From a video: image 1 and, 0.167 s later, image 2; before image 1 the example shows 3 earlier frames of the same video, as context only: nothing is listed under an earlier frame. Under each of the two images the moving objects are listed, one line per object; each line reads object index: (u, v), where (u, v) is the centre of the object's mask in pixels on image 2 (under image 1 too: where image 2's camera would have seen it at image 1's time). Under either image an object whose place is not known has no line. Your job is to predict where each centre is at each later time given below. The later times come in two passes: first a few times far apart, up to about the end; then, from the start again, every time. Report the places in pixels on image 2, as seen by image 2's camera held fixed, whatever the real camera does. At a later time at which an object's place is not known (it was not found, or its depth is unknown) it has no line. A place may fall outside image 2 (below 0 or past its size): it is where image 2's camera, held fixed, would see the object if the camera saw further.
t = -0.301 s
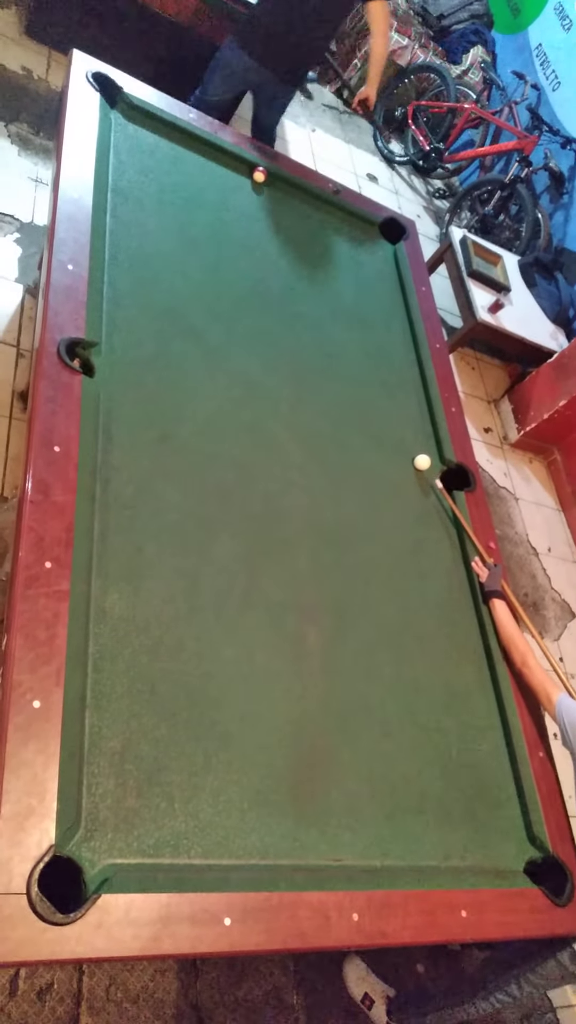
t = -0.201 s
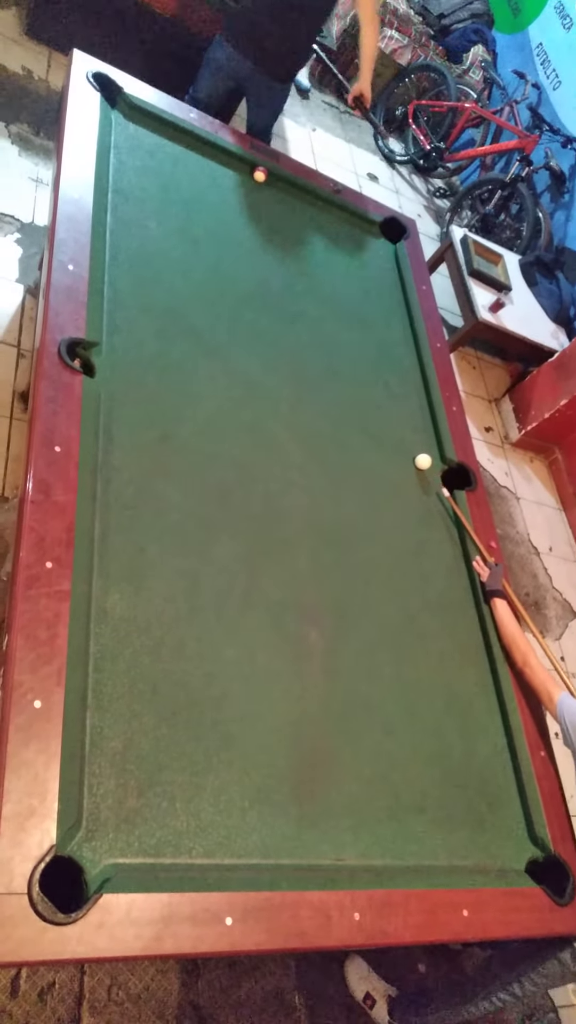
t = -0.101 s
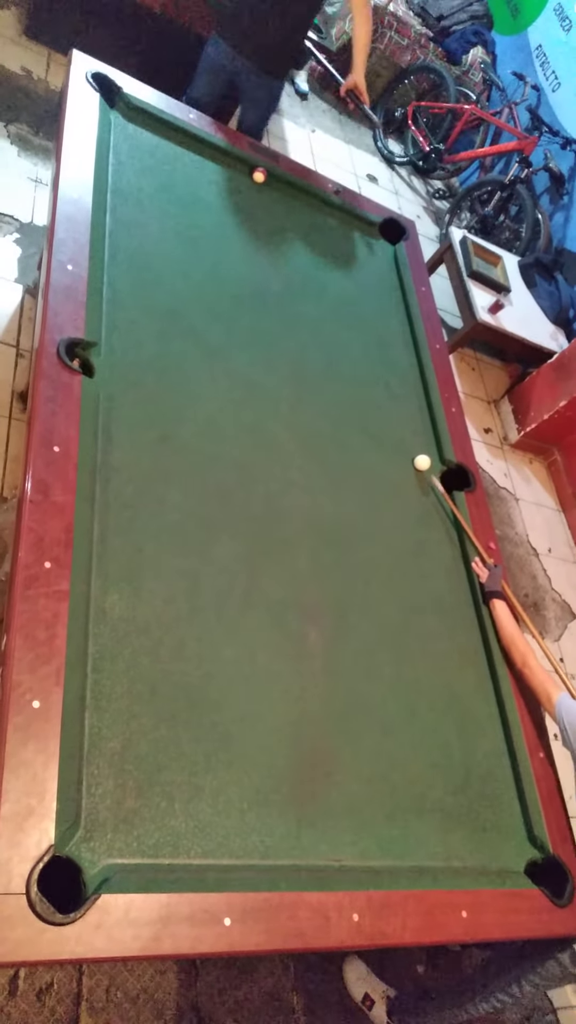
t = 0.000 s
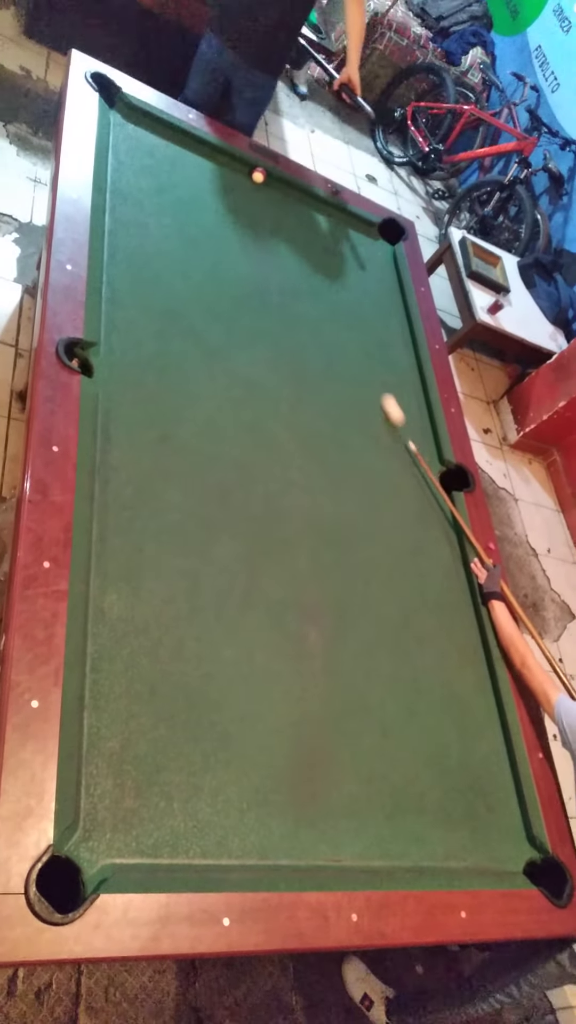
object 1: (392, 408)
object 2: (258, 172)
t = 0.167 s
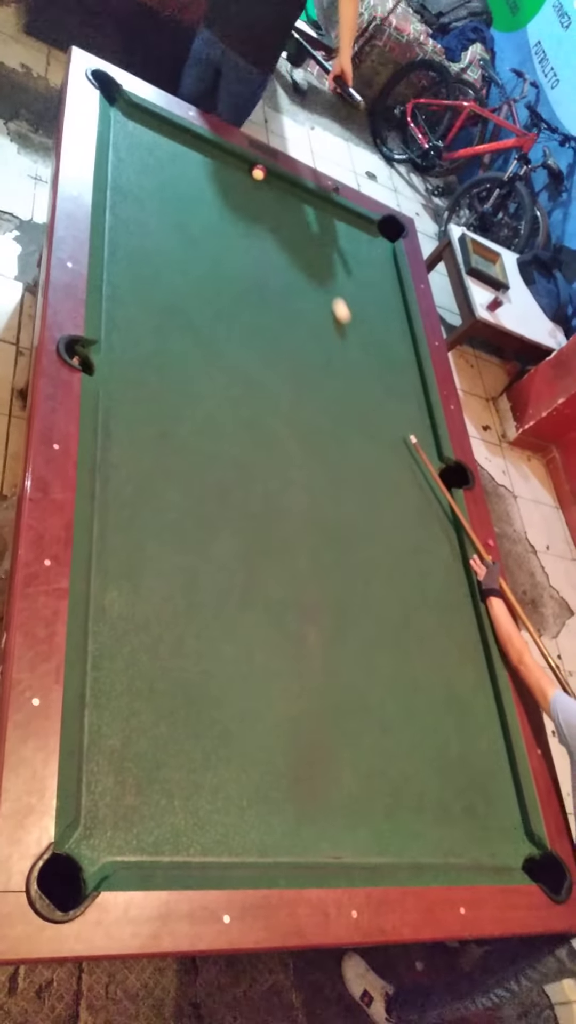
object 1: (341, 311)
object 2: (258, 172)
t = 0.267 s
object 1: (314, 262)
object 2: (258, 172)
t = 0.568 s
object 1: (282, 197)
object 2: (238, 161)
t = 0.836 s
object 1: (299, 243)
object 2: (205, 150)
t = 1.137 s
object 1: (319, 296)
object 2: (170, 138)
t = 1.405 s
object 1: (336, 345)
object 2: (139, 128)
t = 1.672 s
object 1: (354, 394)
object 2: (118, 123)
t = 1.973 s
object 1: (373, 450)
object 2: (129, 133)
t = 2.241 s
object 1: (391, 500)
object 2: (139, 144)
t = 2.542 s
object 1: (412, 558)
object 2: (147, 152)
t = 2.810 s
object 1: (431, 609)
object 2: (154, 158)
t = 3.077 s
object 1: (451, 662)
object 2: (159, 162)
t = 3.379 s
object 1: (472, 723)
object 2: (163, 165)
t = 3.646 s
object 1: (492, 776)
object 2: (166, 166)
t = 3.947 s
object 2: (166, 167)
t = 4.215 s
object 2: (166, 167)
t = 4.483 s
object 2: (166, 167)
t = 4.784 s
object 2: (166, 167)
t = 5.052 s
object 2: (166, 167)
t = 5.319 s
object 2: (166, 167)
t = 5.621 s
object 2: (166, 167)
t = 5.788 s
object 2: (166, 167)
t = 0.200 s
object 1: (332, 295)
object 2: (258, 172)
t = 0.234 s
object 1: (323, 278)
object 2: (258, 172)
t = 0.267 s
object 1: (314, 262)
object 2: (258, 172)
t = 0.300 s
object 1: (306, 246)
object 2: (258, 172)
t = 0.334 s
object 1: (297, 230)
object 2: (258, 172)
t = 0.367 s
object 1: (289, 215)
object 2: (258, 172)
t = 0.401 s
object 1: (281, 200)
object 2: (258, 172)
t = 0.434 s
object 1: (274, 185)
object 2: (258, 172)
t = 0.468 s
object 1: (273, 178)
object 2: (252, 168)
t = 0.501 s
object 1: (276, 184)
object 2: (245, 164)
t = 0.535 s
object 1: (280, 191)
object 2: (241, 162)
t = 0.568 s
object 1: (282, 197)
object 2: (238, 161)
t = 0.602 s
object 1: (284, 203)
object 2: (233, 159)
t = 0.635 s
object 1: (286, 209)
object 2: (229, 158)
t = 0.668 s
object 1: (288, 215)
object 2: (225, 157)
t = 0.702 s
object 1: (290, 220)
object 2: (222, 156)
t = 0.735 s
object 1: (292, 226)
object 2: (217, 155)
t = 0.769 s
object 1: (295, 232)
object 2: (213, 153)
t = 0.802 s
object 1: (297, 237)
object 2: (210, 152)
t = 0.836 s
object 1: (299, 243)
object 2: (205, 150)
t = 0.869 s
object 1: (301, 249)
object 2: (201, 148)
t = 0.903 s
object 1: (304, 255)
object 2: (197, 148)
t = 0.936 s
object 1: (305, 261)
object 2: (194, 146)
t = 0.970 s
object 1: (308, 267)
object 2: (190, 145)
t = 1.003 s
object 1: (310, 273)
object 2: (185, 144)
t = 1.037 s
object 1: (312, 279)
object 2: (182, 142)
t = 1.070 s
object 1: (314, 285)
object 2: (179, 141)
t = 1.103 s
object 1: (317, 290)
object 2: (174, 139)
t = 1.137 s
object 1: (319, 296)
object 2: (170, 138)
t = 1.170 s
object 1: (321, 303)
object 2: (166, 137)
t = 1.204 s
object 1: (323, 309)
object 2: (163, 136)
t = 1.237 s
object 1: (325, 315)
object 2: (158, 135)
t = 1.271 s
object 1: (328, 321)
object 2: (153, 133)
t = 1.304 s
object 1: (330, 327)
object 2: (150, 132)
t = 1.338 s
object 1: (332, 333)
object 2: (146, 131)
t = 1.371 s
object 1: (334, 339)
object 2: (143, 129)
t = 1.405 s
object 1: (336, 345)
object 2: (139, 128)
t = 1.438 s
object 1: (339, 351)
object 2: (134, 126)
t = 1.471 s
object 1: (341, 357)
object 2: (131, 126)
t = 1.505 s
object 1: (343, 364)
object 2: (128, 125)
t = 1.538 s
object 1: (345, 369)
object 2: (124, 124)
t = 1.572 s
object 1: (347, 376)
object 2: (119, 122)
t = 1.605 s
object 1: (349, 382)
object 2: (116, 121)
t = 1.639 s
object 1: (351, 388)
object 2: (117, 122)
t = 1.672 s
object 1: (354, 394)
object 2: (118, 123)
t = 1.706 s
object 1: (356, 400)
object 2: (118, 124)
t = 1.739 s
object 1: (358, 407)
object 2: (119, 125)
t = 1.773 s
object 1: (360, 412)
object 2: (121, 126)
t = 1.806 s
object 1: (362, 419)
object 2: (123, 128)
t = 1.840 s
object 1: (364, 425)
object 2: (124, 129)
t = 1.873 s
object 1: (367, 431)
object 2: (125, 130)
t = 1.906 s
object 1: (369, 437)
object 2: (127, 132)
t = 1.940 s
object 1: (371, 444)
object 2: (128, 132)
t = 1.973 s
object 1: (373, 450)
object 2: (129, 133)
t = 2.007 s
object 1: (375, 456)
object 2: (131, 135)
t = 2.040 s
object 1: (378, 462)
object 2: (132, 136)
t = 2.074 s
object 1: (380, 468)
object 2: (133, 137)
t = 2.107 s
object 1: (382, 475)
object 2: (135, 139)
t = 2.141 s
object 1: (384, 481)
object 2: (136, 140)
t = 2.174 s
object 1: (387, 488)
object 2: (137, 142)
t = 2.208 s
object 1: (389, 494)
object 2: (138, 143)
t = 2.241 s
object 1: (391, 500)
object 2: (139, 144)
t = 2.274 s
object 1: (394, 506)
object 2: (140, 145)
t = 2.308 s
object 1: (396, 513)
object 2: (141, 146)
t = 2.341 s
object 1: (398, 519)
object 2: (142, 147)
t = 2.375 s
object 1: (400, 526)
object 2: (143, 148)
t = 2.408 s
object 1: (403, 532)
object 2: (144, 149)
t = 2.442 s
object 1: (405, 538)
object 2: (145, 150)
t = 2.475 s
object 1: (407, 544)
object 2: (146, 151)
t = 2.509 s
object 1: (409, 551)
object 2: (146, 151)
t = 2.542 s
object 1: (412, 558)
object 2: (147, 152)
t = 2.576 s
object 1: (414, 564)
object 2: (148, 153)
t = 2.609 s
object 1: (417, 571)
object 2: (149, 154)
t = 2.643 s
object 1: (419, 577)
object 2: (150, 154)
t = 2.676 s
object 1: (421, 583)
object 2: (151, 155)
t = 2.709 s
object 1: (424, 590)
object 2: (152, 156)
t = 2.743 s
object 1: (426, 596)
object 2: (153, 157)
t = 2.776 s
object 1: (429, 603)
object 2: (154, 158)
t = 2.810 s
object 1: (431, 609)
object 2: (154, 158)
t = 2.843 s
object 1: (433, 616)
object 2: (155, 158)
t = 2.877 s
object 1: (436, 622)
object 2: (156, 159)
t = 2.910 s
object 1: (439, 629)
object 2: (156, 160)
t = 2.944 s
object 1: (441, 636)
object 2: (157, 161)
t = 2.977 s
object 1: (443, 643)
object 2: (158, 161)
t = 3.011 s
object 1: (445, 649)
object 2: (158, 162)
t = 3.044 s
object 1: (448, 656)
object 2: (159, 162)
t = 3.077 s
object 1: (451, 662)
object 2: (159, 162)
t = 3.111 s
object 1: (453, 669)
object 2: (160, 163)
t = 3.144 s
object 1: (455, 676)
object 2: (160, 163)
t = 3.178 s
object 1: (458, 682)
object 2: (161, 163)
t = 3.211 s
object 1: (460, 689)
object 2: (162, 164)
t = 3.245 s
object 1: (463, 696)
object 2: (162, 164)
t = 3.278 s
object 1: (465, 702)
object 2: (162, 165)
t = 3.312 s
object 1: (468, 709)
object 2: (163, 165)
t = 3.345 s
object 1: (470, 716)
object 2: (163, 165)
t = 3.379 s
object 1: (472, 723)
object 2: (163, 165)
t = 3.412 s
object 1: (475, 729)
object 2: (163, 165)
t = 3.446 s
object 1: (478, 736)
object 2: (164, 166)
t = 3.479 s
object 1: (480, 742)
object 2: (165, 166)
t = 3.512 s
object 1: (483, 749)
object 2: (165, 166)
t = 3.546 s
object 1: (485, 756)
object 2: (165, 166)
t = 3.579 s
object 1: (487, 763)
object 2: (165, 166)
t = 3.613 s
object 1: (490, 769)
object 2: (166, 166)
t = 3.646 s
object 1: (492, 776)
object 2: (166, 166)
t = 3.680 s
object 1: (495, 783)
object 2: (166, 167)
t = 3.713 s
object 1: (497, 790)
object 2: (166, 167)
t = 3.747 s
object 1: (500, 796)
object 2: (166, 167)
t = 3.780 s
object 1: (503, 802)
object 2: (166, 167)
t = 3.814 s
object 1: (505, 809)
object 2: (166, 167)
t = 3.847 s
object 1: (507, 816)
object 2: (166, 167)
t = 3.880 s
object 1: (510, 823)
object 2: (166, 167)
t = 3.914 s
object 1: (513, 830)
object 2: (166, 167)
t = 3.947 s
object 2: (166, 167)
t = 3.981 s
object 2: (166, 167)
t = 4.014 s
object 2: (166, 167)
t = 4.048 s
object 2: (166, 167)
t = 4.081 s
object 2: (166, 167)
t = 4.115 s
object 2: (166, 167)
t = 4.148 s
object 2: (166, 167)
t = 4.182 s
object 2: (166, 167)
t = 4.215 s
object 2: (166, 167)
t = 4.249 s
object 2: (166, 167)
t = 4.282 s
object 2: (166, 167)
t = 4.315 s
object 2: (166, 167)
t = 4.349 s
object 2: (166, 167)
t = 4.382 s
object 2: (166, 167)
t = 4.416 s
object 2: (166, 167)
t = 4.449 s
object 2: (166, 167)
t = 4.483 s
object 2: (166, 167)
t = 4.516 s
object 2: (166, 167)
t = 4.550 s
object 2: (166, 167)
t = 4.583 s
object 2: (166, 167)
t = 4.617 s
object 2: (166, 167)
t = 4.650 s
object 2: (166, 167)
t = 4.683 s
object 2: (166, 167)
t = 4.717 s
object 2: (166, 167)
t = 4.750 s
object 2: (166, 166)
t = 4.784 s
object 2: (166, 167)
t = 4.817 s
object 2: (166, 167)
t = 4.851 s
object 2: (166, 167)
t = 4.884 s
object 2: (166, 167)
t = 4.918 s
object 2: (166, 167)
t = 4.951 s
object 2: (166, 167)
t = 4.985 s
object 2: (166, 167)
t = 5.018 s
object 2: (166, 167)
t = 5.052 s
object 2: (166, 167)
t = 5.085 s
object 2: (166, 167)
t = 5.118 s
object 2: (166, 167)
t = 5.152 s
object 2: (166, 167)
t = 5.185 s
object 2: (165, 167)
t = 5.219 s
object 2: (166, 167)
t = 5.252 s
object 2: (166, 167)
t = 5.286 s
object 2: (165, 167)
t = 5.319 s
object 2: (166, 167)
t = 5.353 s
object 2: (166, 167)
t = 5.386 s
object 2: (165, 167)
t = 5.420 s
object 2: (166, 167)
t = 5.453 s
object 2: (166, 167)
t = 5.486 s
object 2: (166, 167)
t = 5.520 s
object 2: (166, 167)
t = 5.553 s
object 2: (166, 167)
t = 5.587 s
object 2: (166, 167)
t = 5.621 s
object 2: (166, 167)
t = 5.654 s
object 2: (166, 167)
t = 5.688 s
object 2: (166, 167)
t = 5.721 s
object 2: (166, 167)
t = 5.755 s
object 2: (166, 167)
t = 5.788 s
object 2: (166, 167)
